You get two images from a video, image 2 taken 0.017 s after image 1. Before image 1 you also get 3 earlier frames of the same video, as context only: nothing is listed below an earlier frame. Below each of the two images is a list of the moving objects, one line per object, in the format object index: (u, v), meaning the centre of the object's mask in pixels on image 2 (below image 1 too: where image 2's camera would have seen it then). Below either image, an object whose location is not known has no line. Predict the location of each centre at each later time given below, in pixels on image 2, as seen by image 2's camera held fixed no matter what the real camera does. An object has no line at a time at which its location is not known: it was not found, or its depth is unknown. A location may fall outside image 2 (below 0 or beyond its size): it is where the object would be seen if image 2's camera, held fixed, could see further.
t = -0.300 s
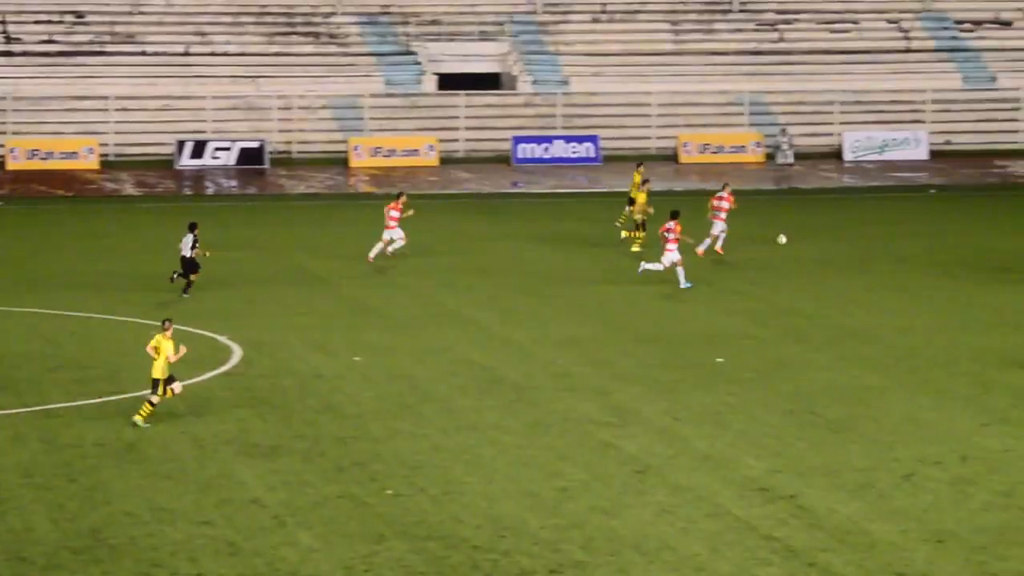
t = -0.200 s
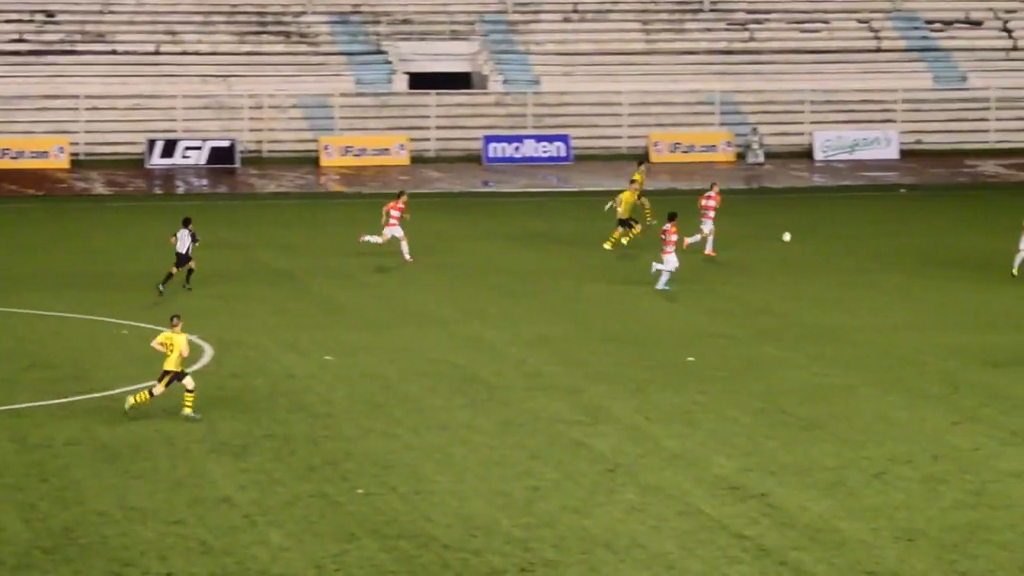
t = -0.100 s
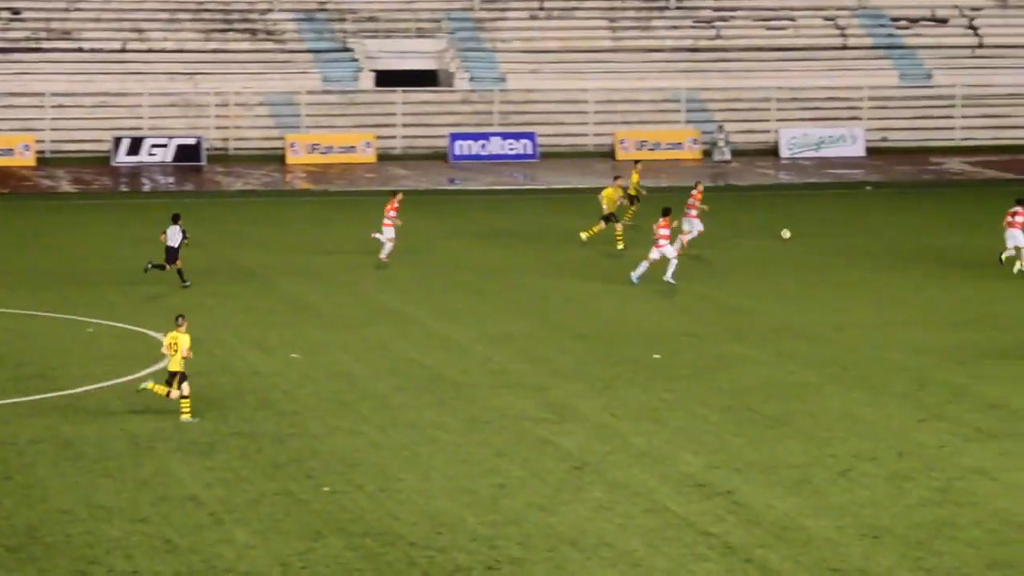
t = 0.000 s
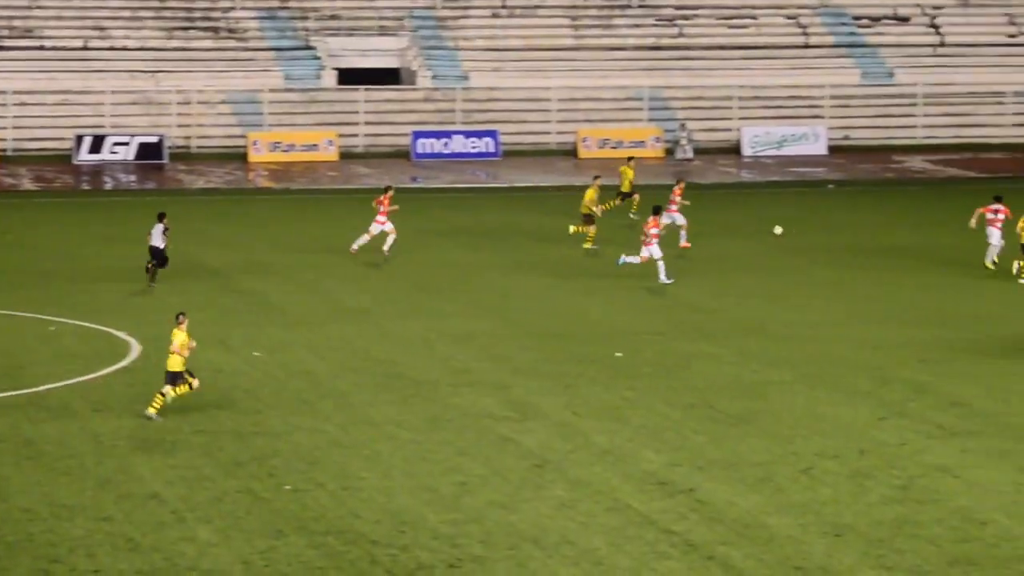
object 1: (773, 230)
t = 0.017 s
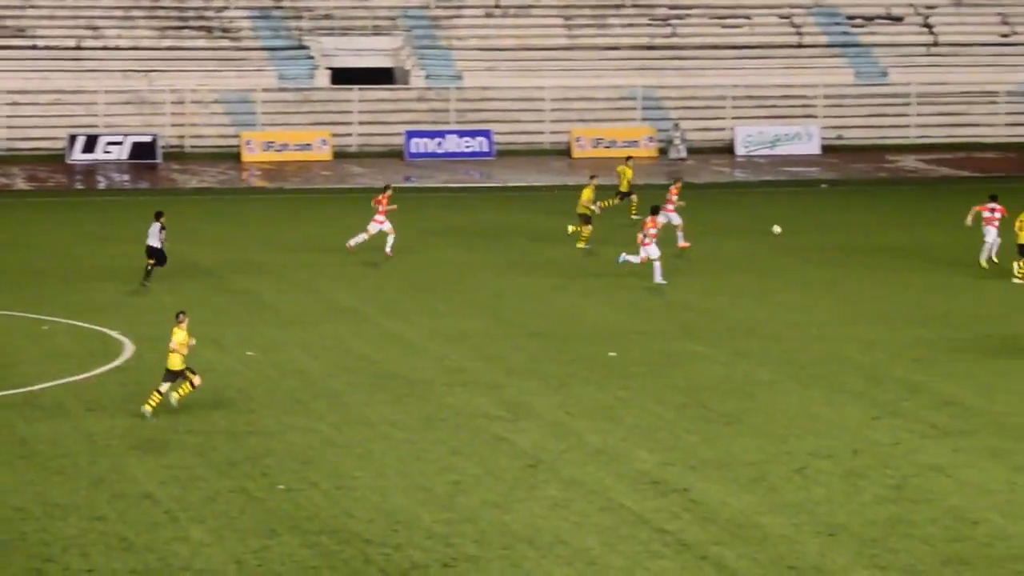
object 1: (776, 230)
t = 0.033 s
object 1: (779, 230)
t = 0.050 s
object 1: (782, 230)
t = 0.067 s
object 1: (785, 230)
